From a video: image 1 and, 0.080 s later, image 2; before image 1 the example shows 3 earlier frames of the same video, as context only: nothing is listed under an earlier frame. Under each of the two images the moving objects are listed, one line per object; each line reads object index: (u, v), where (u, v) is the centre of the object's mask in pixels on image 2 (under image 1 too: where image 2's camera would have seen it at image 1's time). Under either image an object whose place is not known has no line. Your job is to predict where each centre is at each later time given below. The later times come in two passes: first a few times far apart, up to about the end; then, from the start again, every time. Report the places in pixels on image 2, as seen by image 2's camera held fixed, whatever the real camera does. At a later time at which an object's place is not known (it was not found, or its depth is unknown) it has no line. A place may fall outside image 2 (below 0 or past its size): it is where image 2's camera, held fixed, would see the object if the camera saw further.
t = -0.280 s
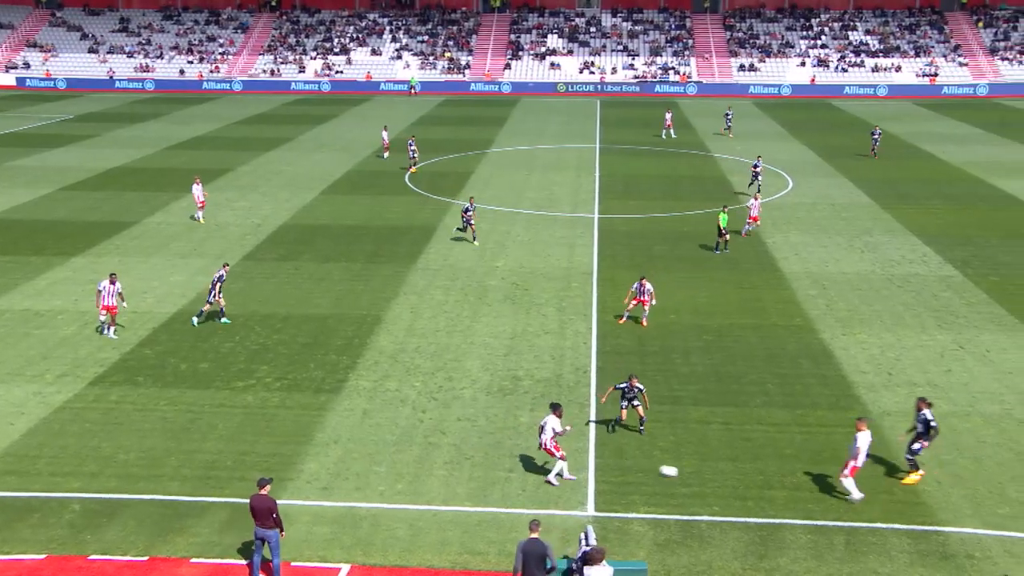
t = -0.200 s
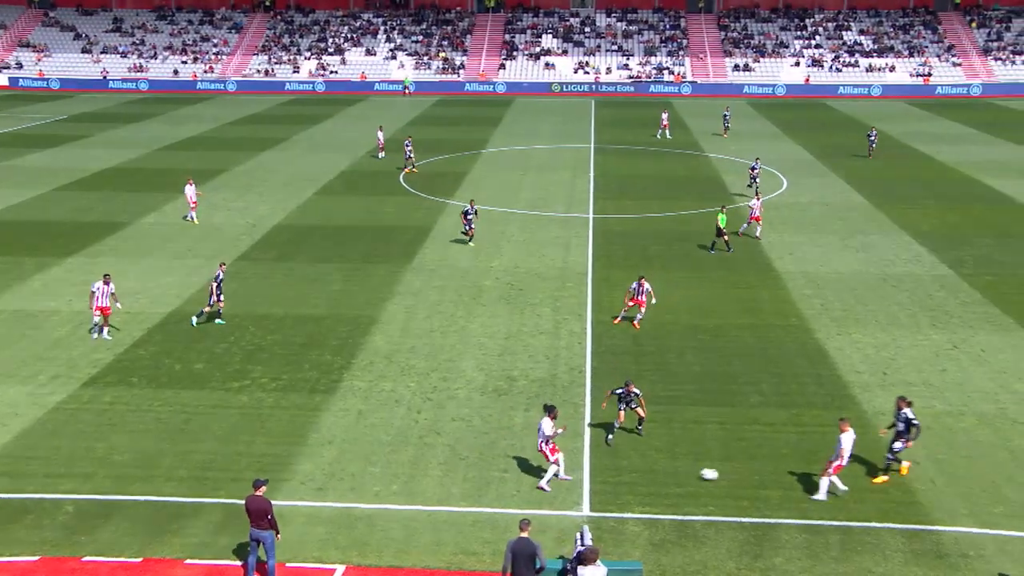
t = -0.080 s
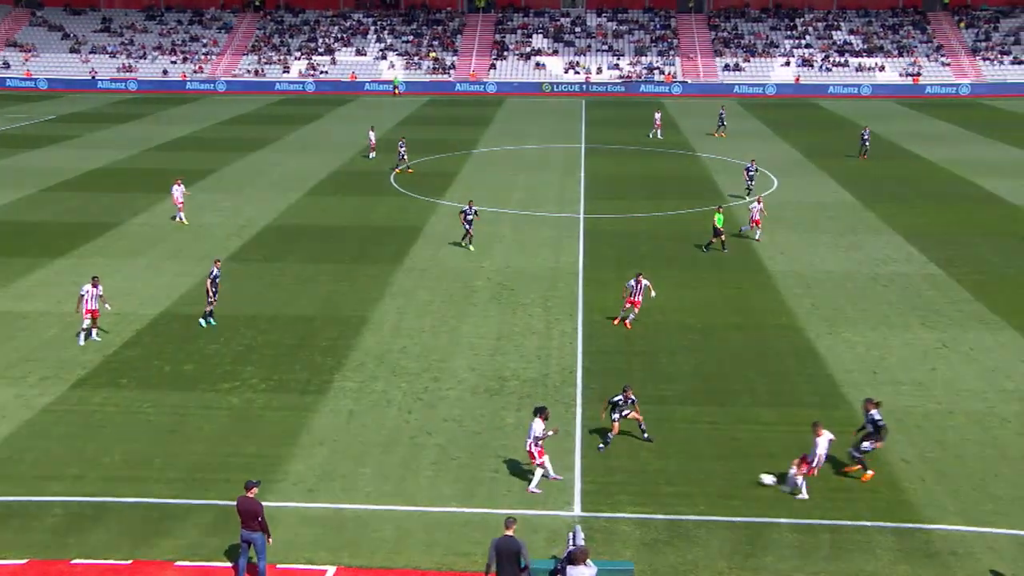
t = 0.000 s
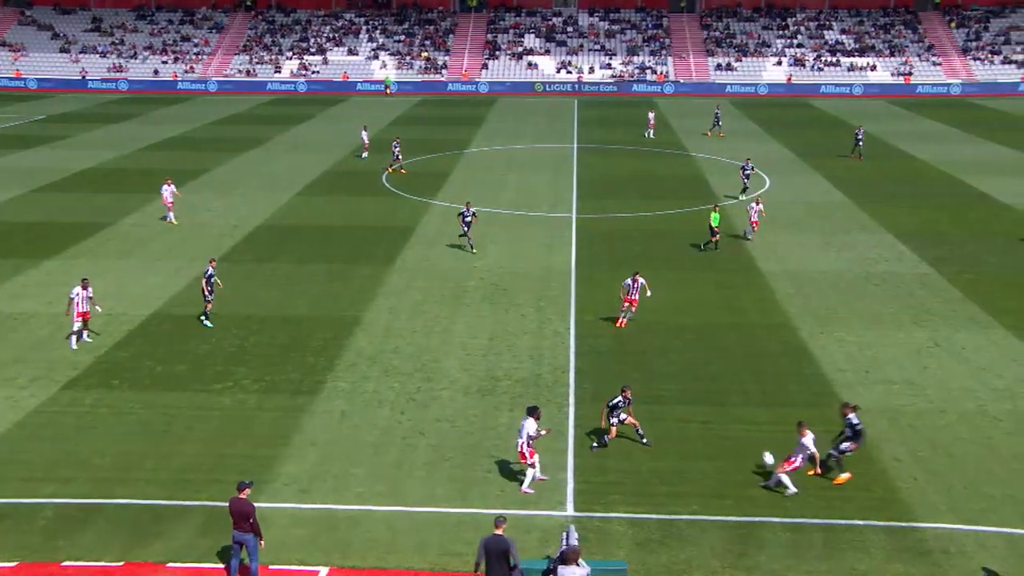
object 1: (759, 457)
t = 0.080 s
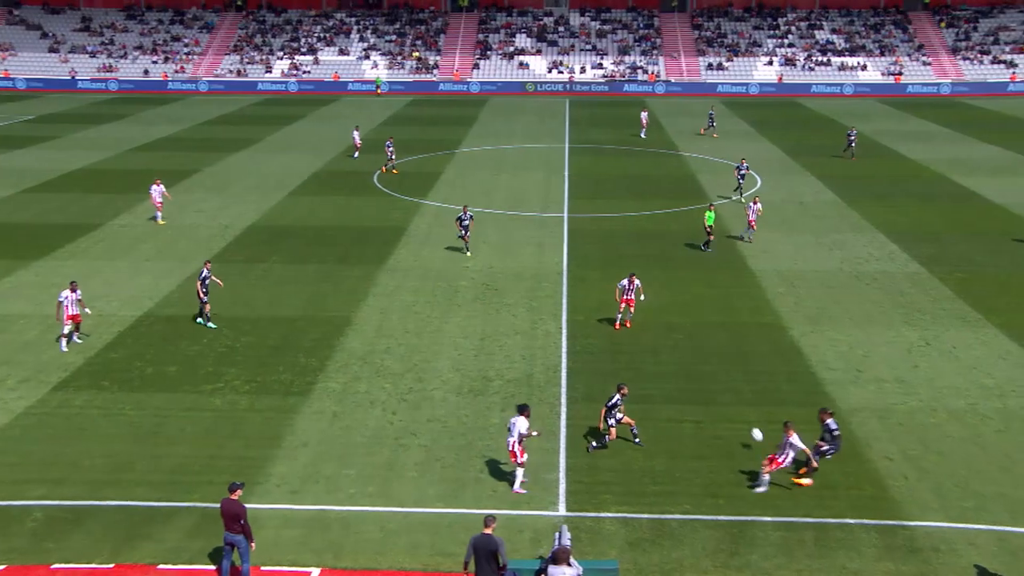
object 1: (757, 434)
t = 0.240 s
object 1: (753, 402)
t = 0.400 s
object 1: (751, 386)
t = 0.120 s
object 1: (755, 424)
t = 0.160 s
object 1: (755, 416)
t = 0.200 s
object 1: (754, 409)
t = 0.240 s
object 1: (753, 402)
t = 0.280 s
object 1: (753, 397)
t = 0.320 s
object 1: (752, 392)
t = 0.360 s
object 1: (751, 389)
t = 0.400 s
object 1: (751, 386)
